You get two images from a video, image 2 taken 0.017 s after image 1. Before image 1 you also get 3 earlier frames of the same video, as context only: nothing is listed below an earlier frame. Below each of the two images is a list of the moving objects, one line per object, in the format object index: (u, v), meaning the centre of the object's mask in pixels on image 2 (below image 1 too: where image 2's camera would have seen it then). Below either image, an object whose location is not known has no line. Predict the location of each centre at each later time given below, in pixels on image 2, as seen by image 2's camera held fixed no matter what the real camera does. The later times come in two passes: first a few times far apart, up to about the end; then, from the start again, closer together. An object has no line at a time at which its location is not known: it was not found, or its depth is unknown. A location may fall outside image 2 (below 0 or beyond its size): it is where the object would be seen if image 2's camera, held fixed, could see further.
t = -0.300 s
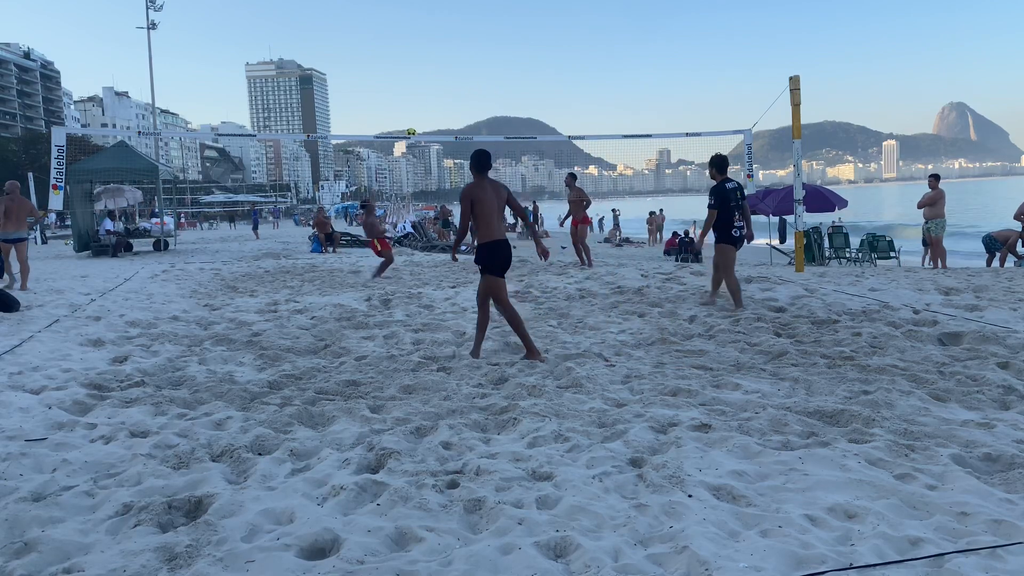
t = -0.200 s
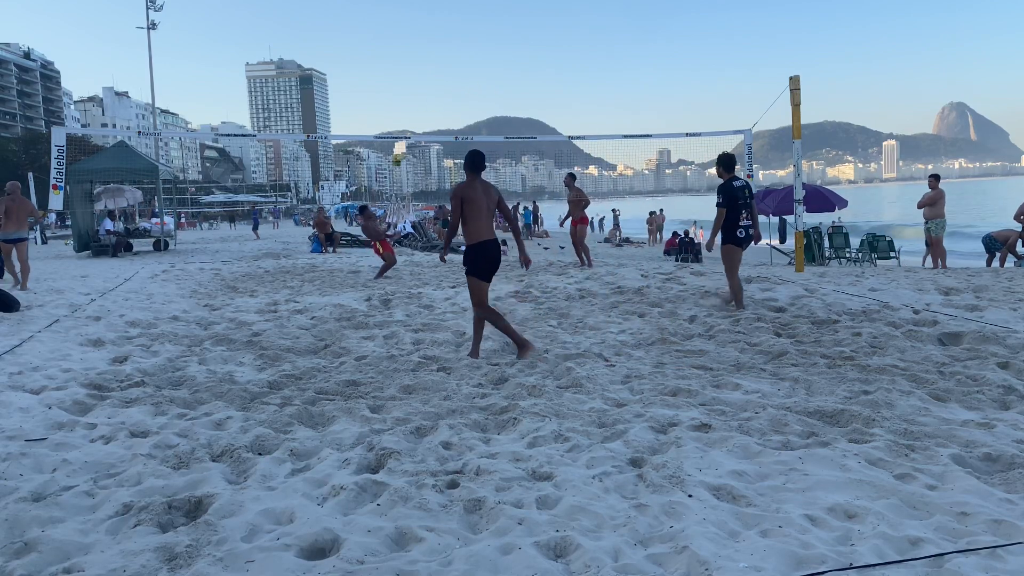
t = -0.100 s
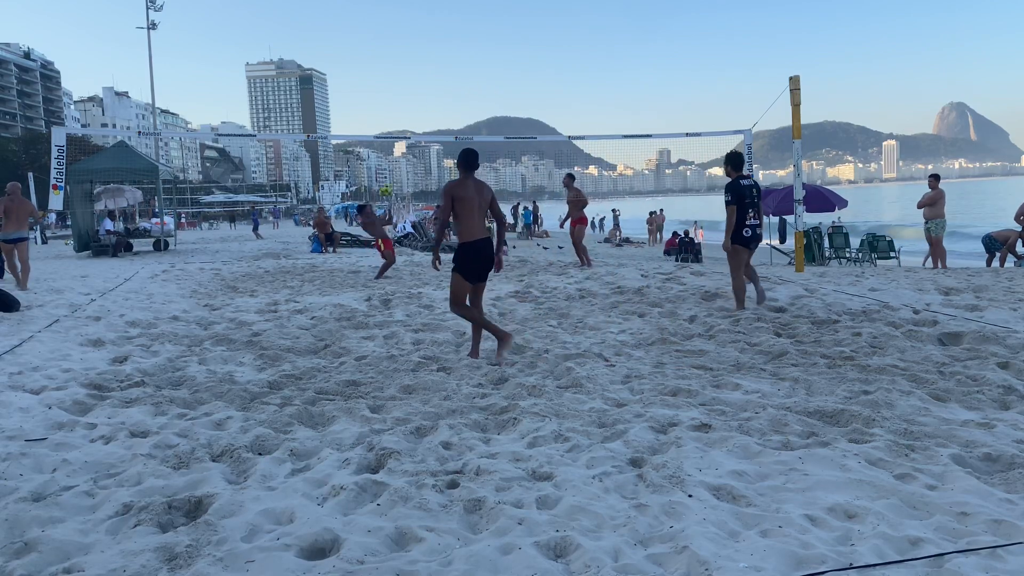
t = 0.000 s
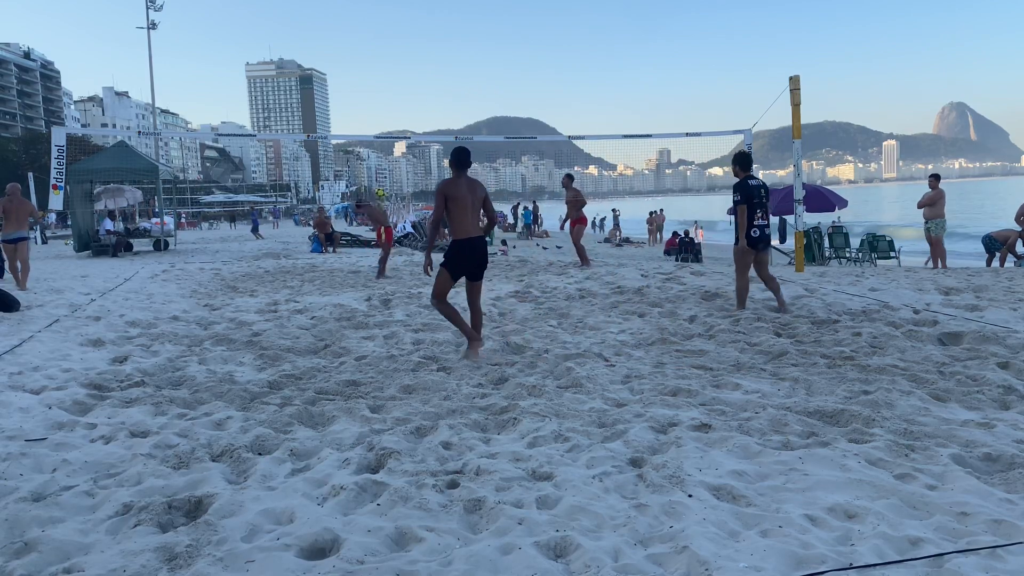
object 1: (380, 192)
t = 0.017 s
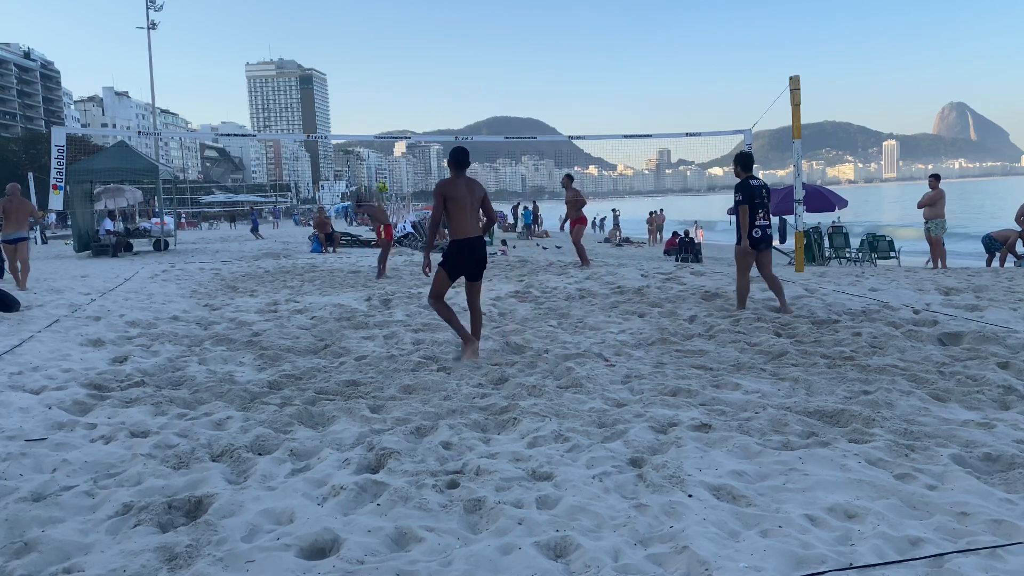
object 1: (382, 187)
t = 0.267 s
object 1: (402, 93)
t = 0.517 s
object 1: (426, 32)
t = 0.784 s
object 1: (455, 9)
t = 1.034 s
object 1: (485, 28)
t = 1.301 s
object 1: (521, 93)
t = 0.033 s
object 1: (383, 181)
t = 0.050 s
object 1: (385, 173)
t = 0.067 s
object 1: (385, 166)
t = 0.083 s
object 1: (387, 159)
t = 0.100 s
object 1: (388, 152)
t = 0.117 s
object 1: (389, 146)
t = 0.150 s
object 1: (392, 131)
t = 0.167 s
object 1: (393, 127)
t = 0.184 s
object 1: (395, 121)
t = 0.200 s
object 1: (396, 115)
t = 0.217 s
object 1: (397, 109)
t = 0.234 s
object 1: (399, 103)
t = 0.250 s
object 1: (400, 98)
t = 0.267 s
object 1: (402, 93)
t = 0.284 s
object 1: (403, 88)
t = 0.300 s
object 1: (404, 83)
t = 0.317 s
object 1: (406, 78)
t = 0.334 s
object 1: (408, 73)
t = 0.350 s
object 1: (409, 69)
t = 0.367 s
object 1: (411, 64)
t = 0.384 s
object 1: (412, 60)
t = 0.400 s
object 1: (414, 56)
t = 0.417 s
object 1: (416, 52)
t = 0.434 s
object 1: (417, 49)
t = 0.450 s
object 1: (419, 45)
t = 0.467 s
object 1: (420, 42)
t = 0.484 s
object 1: (422, 38)
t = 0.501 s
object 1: (424, 35)
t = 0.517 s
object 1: (426, 32)
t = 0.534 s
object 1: (427, 30)
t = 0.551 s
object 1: (429, 27)
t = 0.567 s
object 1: (431, 25)
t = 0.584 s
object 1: (433, 22)
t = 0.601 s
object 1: (435, 20)
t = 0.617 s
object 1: (436, 18)
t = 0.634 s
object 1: (438, 17)
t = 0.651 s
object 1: (440, 15)
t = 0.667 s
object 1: (442, 14)
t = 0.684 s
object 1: (444, 13)
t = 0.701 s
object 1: (446, 12)
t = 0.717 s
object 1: (447, 11)
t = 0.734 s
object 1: (449, 10)
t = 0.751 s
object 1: (451, 9)
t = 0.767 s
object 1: (453, 9)
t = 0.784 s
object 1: (455, 9)
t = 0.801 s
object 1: (456, 9)
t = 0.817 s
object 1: (458, 9)
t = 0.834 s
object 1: (461, 10)
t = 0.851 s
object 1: (463, 10)
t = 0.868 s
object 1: (465, 11)
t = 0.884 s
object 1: (467, 12)
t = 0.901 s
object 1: (469, 13)
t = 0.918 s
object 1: (471, 14)
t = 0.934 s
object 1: (473, 15)
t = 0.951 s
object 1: (475, 17)
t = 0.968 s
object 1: (477, 19)
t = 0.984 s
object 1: (479, 21)
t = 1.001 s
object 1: (481, 23)
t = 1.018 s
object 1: (483, 25)
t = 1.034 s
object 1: (485, 28)
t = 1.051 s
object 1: (487, 31)
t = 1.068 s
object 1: (490, 34)
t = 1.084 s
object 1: (492, 37)
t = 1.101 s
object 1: (494, 40)
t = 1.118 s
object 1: (496, 43)
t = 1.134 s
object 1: (498, 47)
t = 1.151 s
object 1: (500, 51)
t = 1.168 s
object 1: (503, 55)
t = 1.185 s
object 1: (505, 59)
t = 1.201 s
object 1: (507, 63)
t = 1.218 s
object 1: (509, 68)
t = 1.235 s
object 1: (512, 73)
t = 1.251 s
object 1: (514, 78)
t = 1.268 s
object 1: (516, 83)
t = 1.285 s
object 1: (518, 88)
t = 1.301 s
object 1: (521, 93)
